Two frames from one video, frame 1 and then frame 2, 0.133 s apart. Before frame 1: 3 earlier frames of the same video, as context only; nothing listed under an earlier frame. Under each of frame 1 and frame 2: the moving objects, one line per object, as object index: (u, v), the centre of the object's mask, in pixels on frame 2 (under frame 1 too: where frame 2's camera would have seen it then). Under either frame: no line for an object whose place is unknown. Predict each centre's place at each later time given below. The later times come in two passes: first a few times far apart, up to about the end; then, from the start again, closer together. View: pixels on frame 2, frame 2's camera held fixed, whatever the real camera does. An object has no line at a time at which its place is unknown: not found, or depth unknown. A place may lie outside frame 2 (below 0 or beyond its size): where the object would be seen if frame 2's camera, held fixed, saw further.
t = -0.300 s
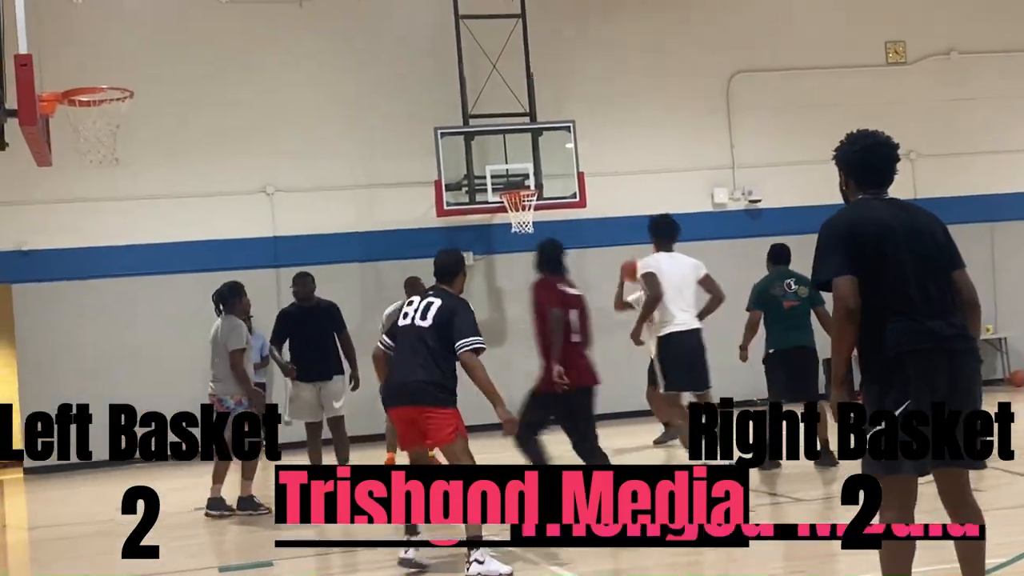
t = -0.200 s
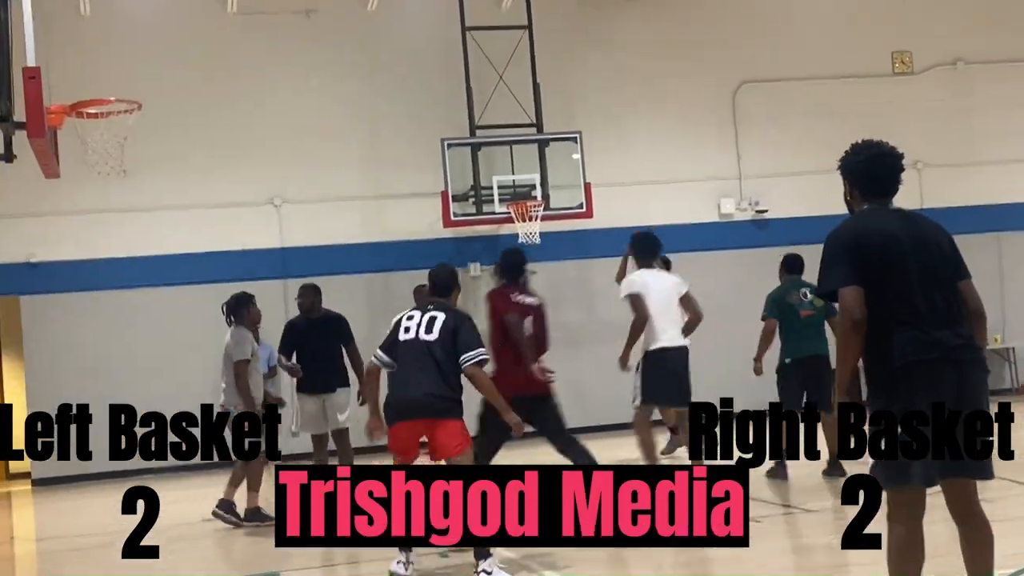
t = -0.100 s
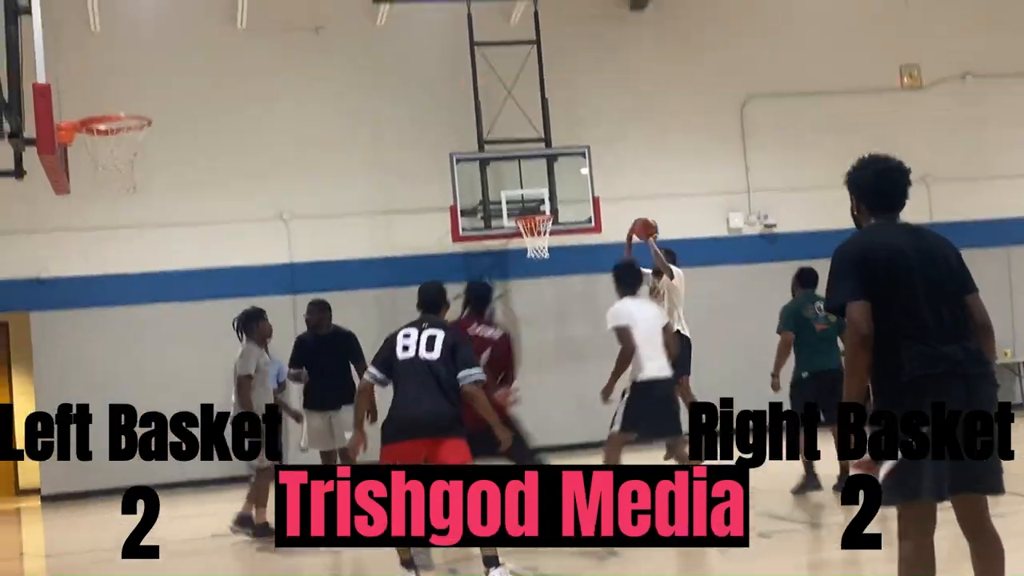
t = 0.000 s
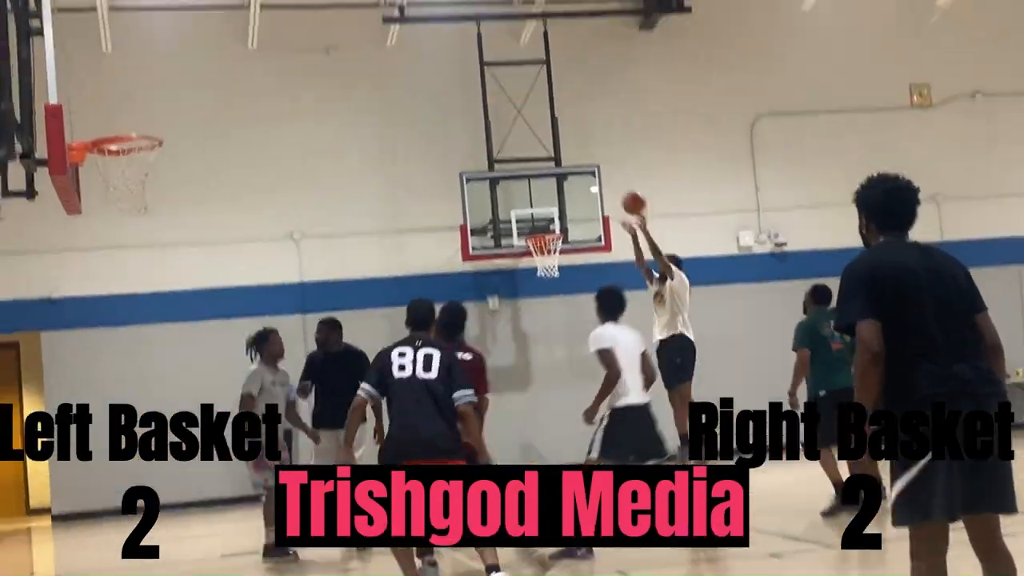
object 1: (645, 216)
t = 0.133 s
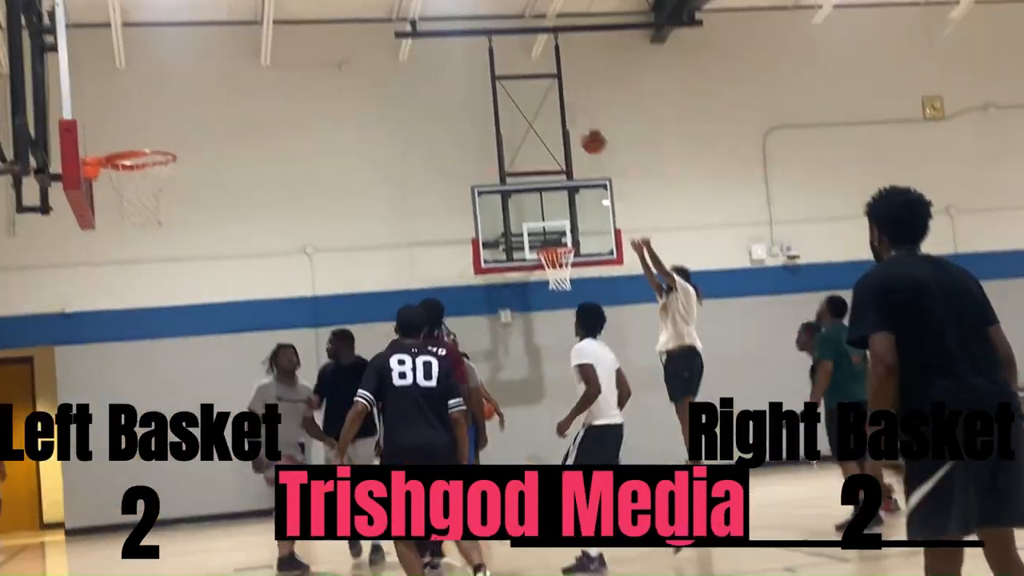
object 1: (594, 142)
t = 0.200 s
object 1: (567, 109)
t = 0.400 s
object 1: (486, 35)
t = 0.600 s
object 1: (400, -2)
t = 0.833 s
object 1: (294, 9)
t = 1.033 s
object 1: (194, 77)
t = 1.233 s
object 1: (143, 157)
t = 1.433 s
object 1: (130, 173)
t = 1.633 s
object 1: (171, 179)
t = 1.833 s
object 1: (176, 206)
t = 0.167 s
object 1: (581, 125)
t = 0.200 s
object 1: (567, 109)
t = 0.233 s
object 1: (554, 94)
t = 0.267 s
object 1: (540, 81)
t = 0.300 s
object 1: (527, 67)
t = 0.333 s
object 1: (513, 55)
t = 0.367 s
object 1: (499, 46)
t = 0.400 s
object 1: (486, 35)
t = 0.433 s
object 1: (472, 26)
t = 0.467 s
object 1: (458, 18)
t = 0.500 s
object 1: (444, 11)
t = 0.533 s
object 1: (429, 6)
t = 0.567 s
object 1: (415, 1)
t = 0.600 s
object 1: (400, -2)
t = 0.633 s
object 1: (385, -5)
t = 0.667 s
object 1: (370, -6)
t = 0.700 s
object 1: (355, -5)
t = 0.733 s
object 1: (340, -4)
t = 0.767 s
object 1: (325, -1)
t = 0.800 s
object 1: (310, 3)
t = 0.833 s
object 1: (294, 9)
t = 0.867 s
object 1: (278, 16)
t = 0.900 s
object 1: (261, 26)
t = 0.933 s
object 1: (245, 36)
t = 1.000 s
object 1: (211, 61)
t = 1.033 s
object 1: (194, 77)
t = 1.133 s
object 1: (142, 133)
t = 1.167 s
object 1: (125, 151)
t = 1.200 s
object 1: (130, 152)
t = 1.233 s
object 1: (143, 157)
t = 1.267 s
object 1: (159, 158)
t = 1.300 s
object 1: (152, 163)
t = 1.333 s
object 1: (141, 168)
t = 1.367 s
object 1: (130, 171)
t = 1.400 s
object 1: (126, 171)
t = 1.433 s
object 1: (130, 173)
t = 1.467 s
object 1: (136, 175)
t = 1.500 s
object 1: (143, 176)
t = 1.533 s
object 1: (152, 178)
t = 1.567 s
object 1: (160, 178)
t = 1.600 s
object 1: (166, 178)
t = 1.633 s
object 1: (171, 179)
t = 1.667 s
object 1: (174, 181)
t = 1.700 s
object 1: (176, 184)
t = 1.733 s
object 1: (178, 187)
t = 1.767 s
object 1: (178, 192)
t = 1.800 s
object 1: (178, 199)
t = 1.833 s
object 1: (176, 206)
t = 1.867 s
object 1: (174, 215)
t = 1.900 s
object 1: (173, 224)
